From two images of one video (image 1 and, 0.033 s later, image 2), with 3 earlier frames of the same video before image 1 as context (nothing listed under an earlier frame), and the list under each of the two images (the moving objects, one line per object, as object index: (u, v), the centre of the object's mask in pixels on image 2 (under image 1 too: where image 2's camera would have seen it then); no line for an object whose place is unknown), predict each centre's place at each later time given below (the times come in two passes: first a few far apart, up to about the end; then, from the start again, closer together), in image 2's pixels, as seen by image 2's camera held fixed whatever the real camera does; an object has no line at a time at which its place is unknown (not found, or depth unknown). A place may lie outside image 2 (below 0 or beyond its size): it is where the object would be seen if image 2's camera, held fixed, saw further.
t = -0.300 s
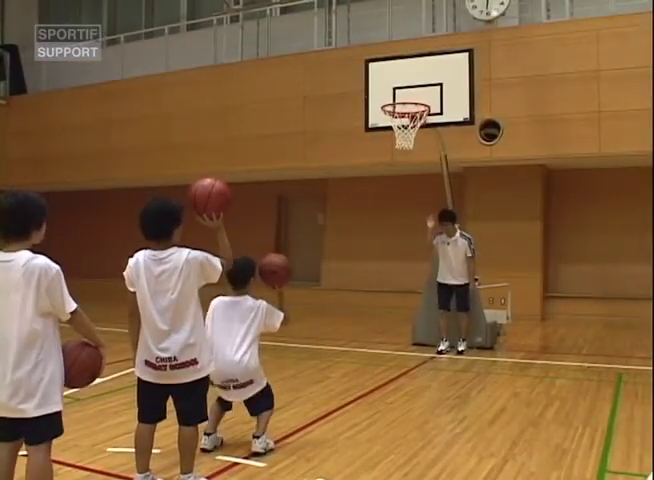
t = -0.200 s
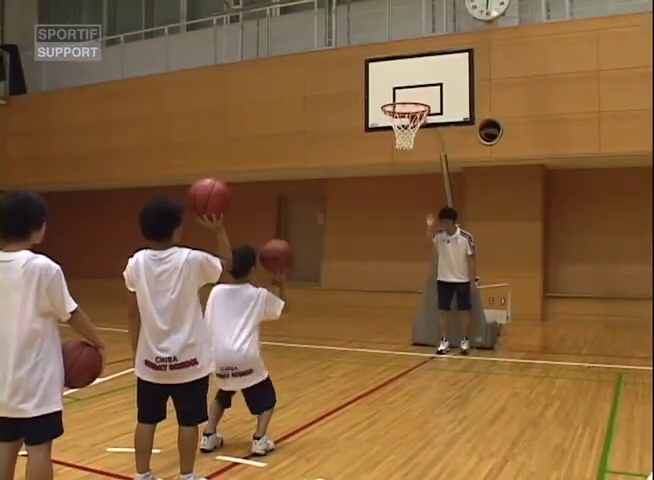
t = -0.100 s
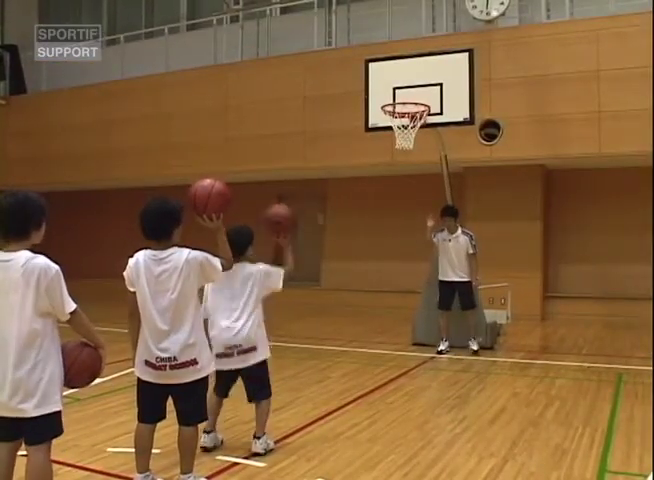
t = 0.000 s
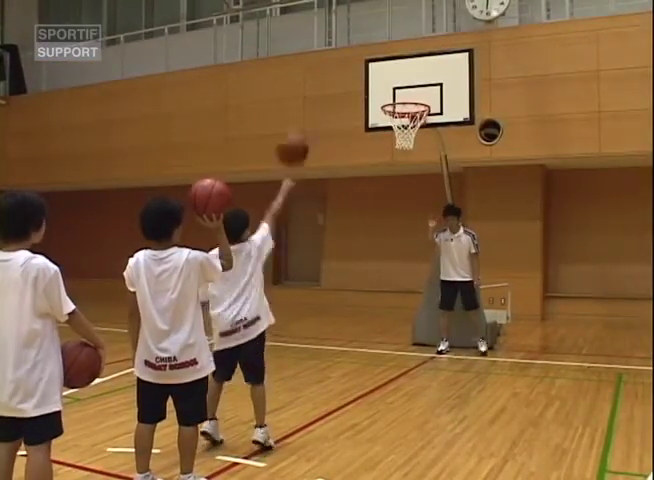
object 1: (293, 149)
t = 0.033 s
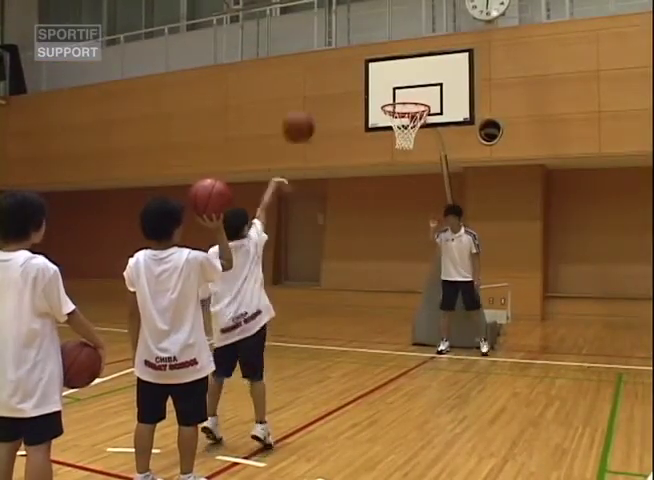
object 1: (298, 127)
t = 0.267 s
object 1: (335, 34)
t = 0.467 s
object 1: (359, 16)
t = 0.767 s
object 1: (390, 70)
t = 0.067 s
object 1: (304, 108)
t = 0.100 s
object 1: (309, 90)
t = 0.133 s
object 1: (315, 75)
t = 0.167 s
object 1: (320, 62)
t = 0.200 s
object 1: (325, 51)
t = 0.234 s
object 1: (330, 42)
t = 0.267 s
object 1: (335, 34)
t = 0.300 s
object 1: (339, 28)
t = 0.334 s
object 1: (343, 23)
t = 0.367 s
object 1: (348, 19)
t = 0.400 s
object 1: (352, 17)
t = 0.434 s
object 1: (356, 16)
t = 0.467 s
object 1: (359, 16)
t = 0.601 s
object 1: (374, 31)
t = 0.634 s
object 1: (378, 38)
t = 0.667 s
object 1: (381, 44)
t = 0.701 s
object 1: (384, 53)
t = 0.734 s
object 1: (388, 62)
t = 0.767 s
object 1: (390, 70)
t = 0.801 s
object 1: (394, 81)
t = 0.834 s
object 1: (396, 92)
